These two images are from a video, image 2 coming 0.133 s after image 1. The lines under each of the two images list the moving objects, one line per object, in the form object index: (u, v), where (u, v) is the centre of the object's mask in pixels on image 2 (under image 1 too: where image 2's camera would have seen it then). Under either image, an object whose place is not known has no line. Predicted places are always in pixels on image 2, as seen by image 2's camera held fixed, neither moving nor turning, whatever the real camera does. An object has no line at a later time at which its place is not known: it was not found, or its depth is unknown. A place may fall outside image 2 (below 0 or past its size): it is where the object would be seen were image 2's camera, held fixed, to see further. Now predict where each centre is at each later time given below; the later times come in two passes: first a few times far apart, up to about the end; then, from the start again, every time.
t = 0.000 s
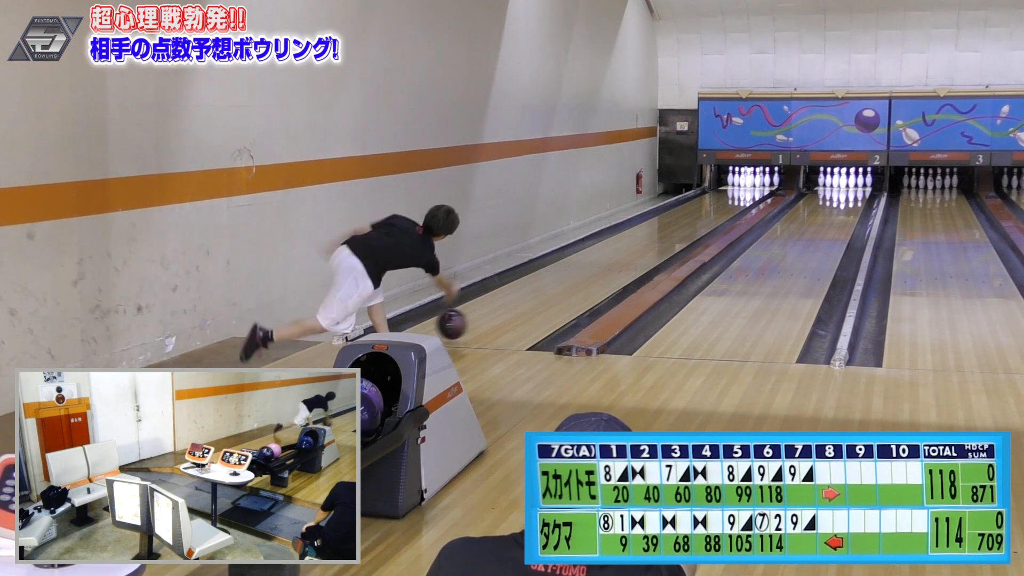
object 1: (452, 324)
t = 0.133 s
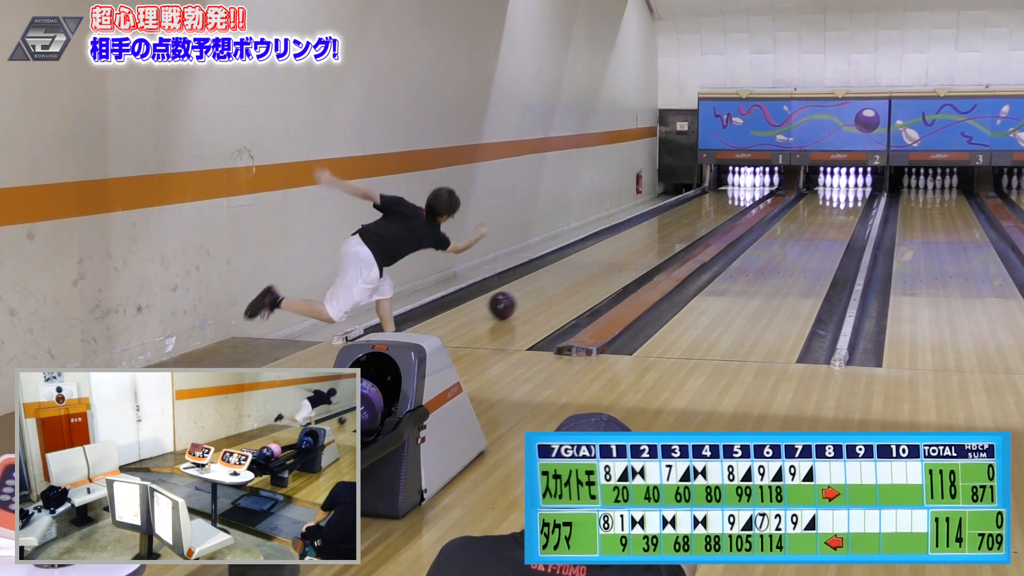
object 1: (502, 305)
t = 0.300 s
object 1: (552, 283)
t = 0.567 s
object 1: (612, 256)
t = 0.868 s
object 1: (660, 234)
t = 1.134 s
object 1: (692, 219)
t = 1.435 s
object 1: (717, 206)
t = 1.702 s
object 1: (736, 197)
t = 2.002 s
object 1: (749, 188)
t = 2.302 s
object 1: (756, 182)
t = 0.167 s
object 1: (513, 300)
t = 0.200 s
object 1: (524, 296)
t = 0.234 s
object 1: (534, 291)
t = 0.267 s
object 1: (543, 287)
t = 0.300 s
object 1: (552, 283)
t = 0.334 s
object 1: (561, 279)
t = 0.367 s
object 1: (569, 275)
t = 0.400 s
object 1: (577, 272)
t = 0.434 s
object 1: (584, 268)
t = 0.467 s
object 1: (592, 265)
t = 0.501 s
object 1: (599, 262)
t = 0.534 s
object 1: (606, 259)
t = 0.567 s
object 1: (612, 256)
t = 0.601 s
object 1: (618, 253)
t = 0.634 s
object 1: (624, 251)
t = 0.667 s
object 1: (630, 248)
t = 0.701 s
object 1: (636, 246)
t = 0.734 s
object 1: (641, 243)
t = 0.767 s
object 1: (646, 241)
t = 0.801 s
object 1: (651, 238)
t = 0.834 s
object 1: (656, 236)
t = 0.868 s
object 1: (660, 234)
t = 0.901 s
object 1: (665, 232)
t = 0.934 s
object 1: (669, 230)
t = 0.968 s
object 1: (673, 228)
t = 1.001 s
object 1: (677, 226)
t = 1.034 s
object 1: (681, 225)
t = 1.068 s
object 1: (685, 223)
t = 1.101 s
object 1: (688, 221)
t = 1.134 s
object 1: (692, 219)
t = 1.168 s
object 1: (695, 218)
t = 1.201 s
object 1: (698, 216)
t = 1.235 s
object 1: (702, 215)
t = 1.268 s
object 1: (705, 213)
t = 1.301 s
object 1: (708, 211)
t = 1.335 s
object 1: (710, 210)
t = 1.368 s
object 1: (713, 209)
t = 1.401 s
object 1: (716, 207)
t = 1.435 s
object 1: (717, 206)
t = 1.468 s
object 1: (721, 205)
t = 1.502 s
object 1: (723, 204)
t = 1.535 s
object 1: (726, 202)
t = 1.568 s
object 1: (727, 201)
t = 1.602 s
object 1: (730, 200)
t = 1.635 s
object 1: (732, 199)
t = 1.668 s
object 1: (734, 198)
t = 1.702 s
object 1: (736, 197)
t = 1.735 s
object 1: (737, 196)
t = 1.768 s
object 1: (739, 195)
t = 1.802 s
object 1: (741, 194)
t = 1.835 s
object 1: (742, 193)
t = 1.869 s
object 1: (744, 192)
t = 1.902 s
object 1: (745, 191)
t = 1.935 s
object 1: (746, 190)
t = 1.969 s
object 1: (748, 189)
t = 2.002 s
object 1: (749, 188)
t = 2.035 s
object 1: (750, 188)
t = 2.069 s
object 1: (751, 187)
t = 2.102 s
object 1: (751, 186)
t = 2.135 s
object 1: (752, 185)
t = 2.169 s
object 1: (753, 185)
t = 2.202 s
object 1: (753, 184)
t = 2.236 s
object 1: (754, 183)
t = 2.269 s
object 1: (754, 183)
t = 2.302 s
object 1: (756, 182)
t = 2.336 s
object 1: (758, 182)
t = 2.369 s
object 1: (759, 181)
